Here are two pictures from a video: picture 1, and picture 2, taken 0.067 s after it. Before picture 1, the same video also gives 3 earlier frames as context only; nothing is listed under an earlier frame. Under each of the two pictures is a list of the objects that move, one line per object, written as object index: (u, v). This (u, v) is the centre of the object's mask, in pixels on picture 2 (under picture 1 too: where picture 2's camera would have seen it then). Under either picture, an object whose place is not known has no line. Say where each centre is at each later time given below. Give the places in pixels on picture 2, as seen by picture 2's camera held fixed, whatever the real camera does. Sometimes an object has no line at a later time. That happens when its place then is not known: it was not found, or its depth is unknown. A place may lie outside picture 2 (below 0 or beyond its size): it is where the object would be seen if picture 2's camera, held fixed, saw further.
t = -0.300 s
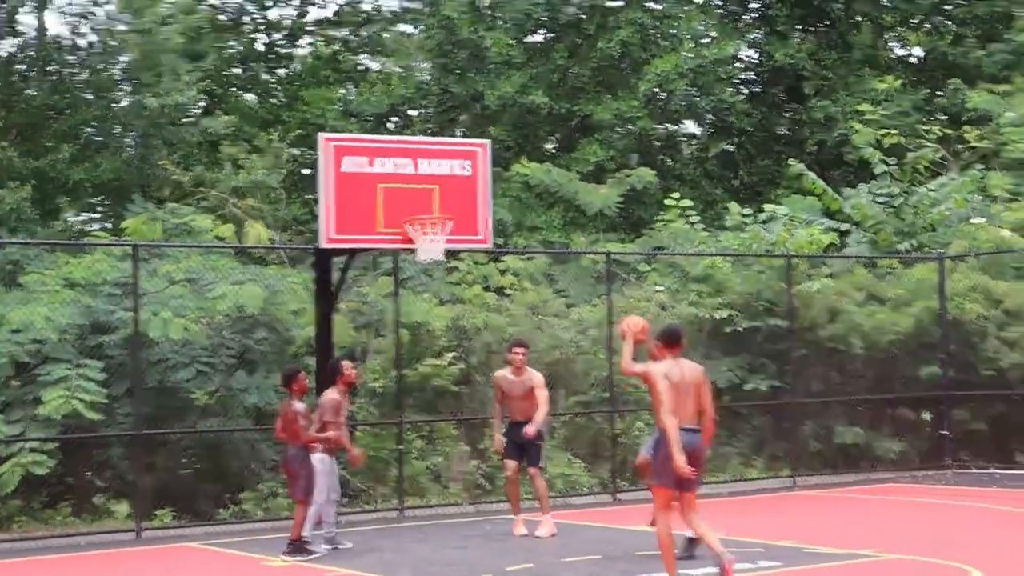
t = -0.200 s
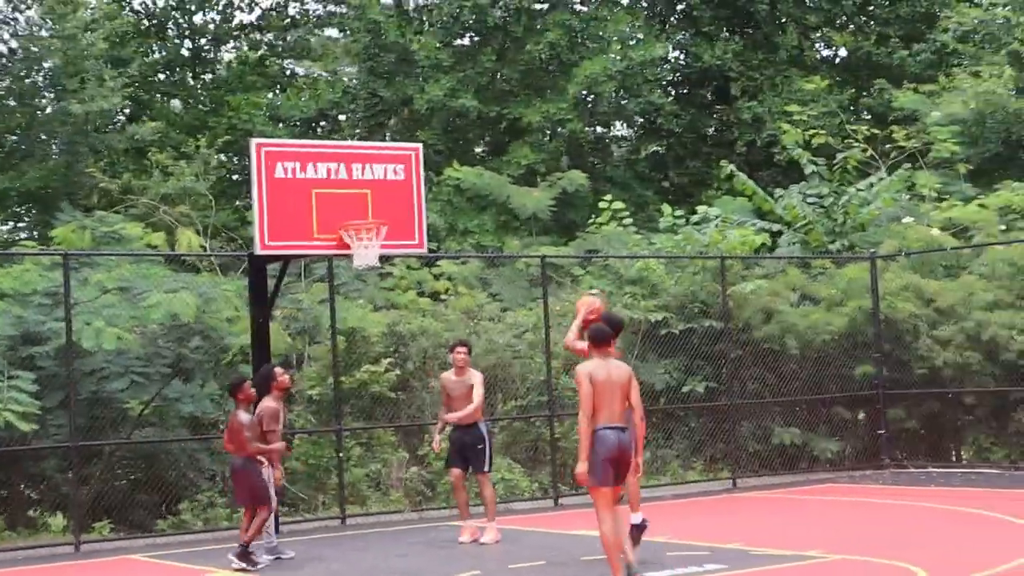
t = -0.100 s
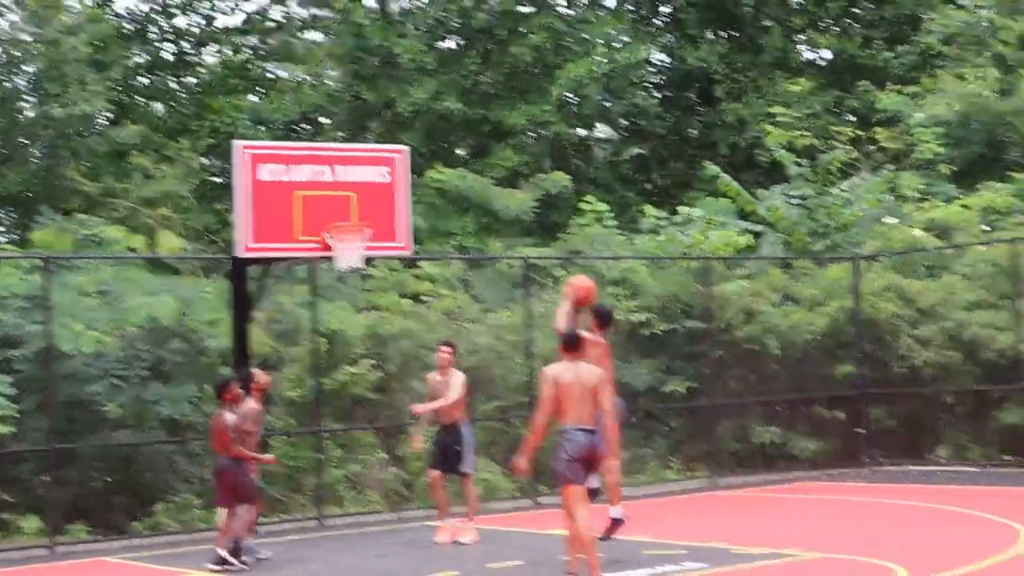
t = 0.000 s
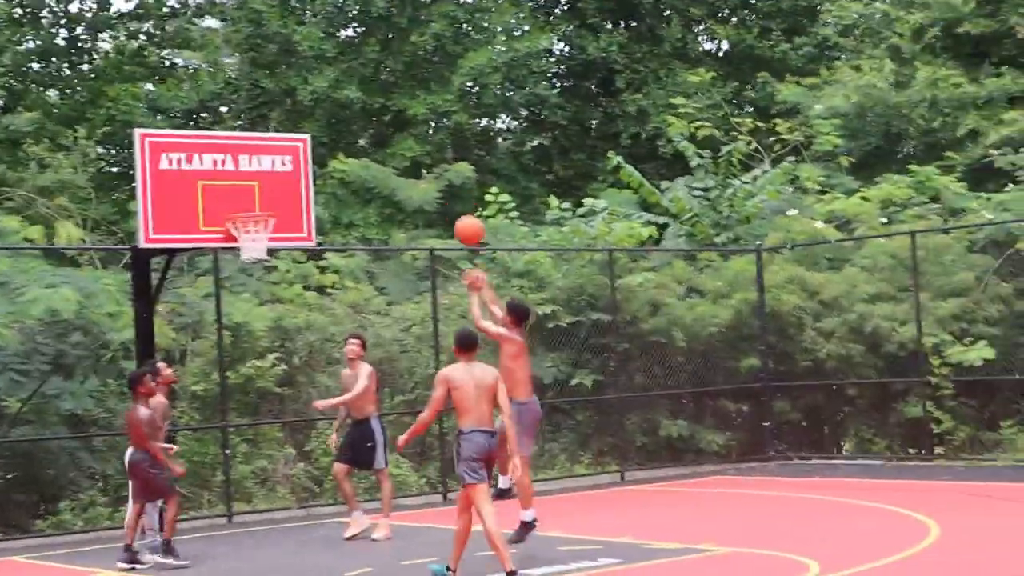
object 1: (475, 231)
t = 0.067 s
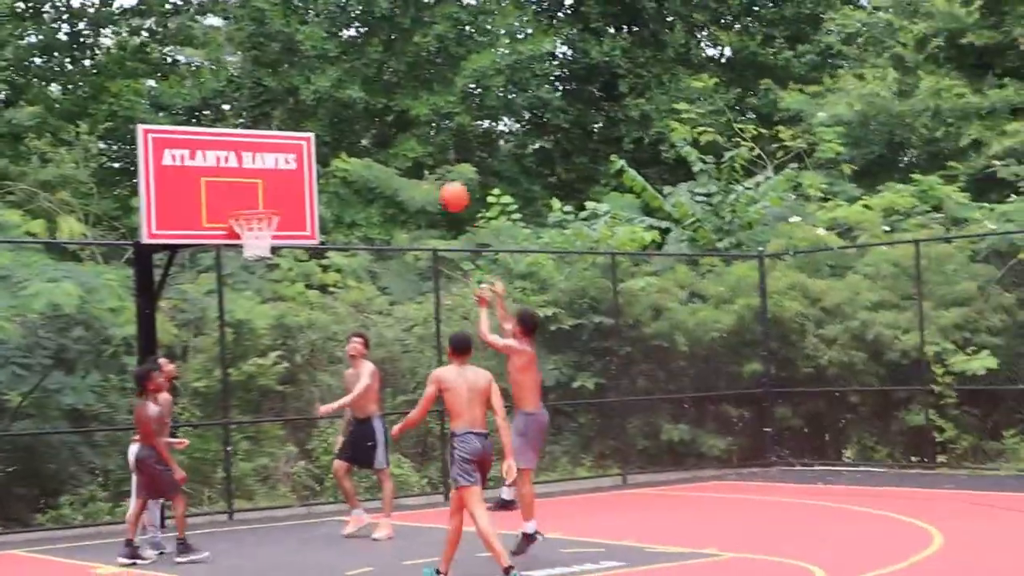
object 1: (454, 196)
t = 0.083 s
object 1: (449, 189)
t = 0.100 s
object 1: (445, 182)
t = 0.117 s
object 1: (441, 175)
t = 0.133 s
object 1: (436, 168)
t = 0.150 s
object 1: (432, 161)
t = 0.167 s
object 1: (427, 156)
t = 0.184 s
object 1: (423, 150)
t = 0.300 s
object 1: (397, 120)
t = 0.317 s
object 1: (393, 117)
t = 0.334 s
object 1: (389, 115)
